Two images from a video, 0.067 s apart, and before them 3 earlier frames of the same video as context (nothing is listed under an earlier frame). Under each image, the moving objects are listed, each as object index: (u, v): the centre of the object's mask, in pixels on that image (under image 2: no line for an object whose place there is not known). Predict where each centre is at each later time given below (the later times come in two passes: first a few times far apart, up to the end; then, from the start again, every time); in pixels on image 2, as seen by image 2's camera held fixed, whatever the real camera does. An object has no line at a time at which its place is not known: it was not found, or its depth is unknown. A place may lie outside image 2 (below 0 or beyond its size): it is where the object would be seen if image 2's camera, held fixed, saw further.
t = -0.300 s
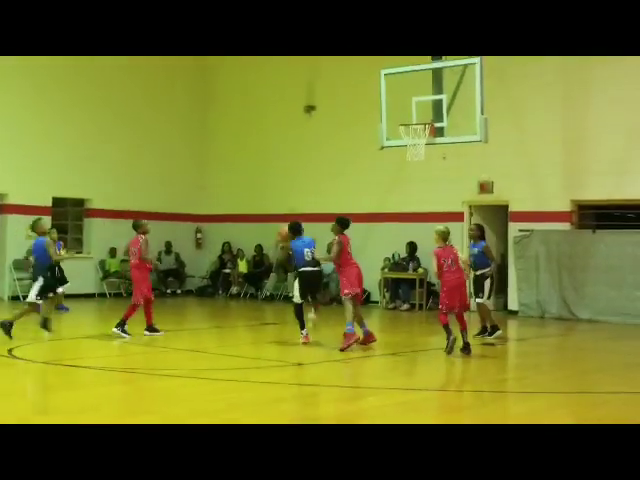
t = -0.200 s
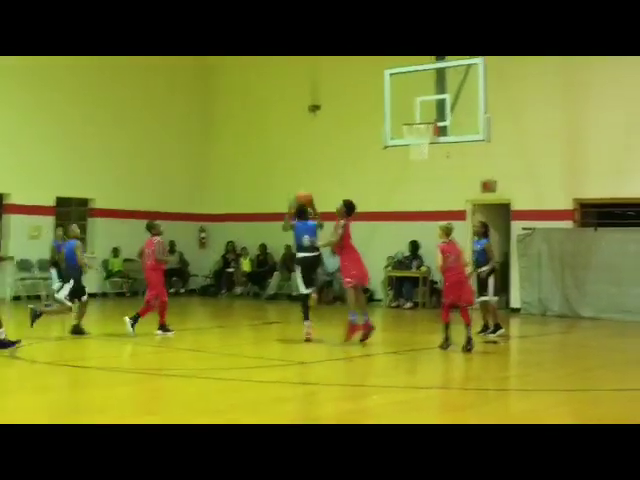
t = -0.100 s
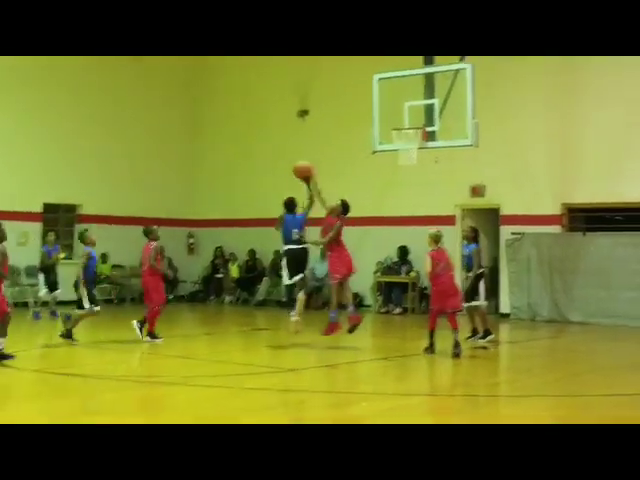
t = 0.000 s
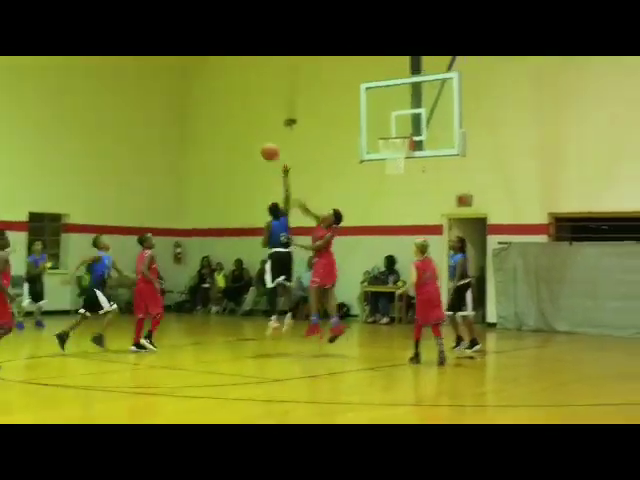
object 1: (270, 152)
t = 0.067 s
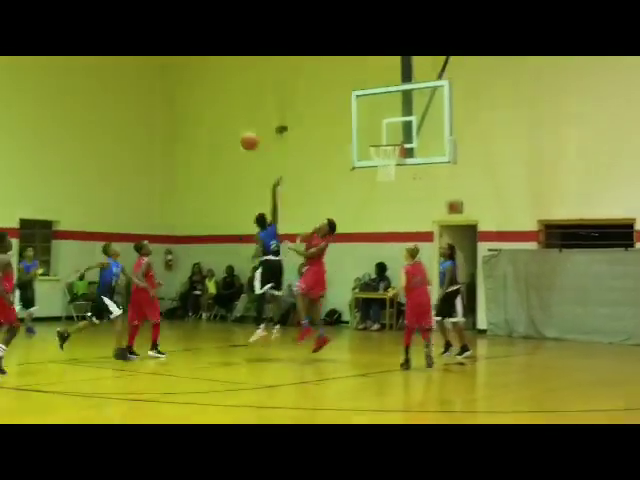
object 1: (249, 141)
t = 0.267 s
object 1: (215, 109)
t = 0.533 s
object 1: (169, 113)
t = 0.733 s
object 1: (133, 151)
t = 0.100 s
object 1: (243, 133)
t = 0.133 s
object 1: (238, 127)
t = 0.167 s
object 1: (232, 121)
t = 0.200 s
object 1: (227, 116)
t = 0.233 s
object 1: (221, 113)
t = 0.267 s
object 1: (215, 109)
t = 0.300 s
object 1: (209, 106)
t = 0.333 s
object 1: (203, 105)
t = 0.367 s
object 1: (198, 104)
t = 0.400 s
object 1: (192, 104)
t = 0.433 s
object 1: (186, 105)
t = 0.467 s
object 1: (180, 107)
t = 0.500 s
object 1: (175, 110)
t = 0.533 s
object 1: (169, 113)
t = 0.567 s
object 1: (163, 117)
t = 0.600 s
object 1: (157, 122)
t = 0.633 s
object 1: (150, 128)
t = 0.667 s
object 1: (145, 135)
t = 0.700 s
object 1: (139, 143)
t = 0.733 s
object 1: (133, 151)
